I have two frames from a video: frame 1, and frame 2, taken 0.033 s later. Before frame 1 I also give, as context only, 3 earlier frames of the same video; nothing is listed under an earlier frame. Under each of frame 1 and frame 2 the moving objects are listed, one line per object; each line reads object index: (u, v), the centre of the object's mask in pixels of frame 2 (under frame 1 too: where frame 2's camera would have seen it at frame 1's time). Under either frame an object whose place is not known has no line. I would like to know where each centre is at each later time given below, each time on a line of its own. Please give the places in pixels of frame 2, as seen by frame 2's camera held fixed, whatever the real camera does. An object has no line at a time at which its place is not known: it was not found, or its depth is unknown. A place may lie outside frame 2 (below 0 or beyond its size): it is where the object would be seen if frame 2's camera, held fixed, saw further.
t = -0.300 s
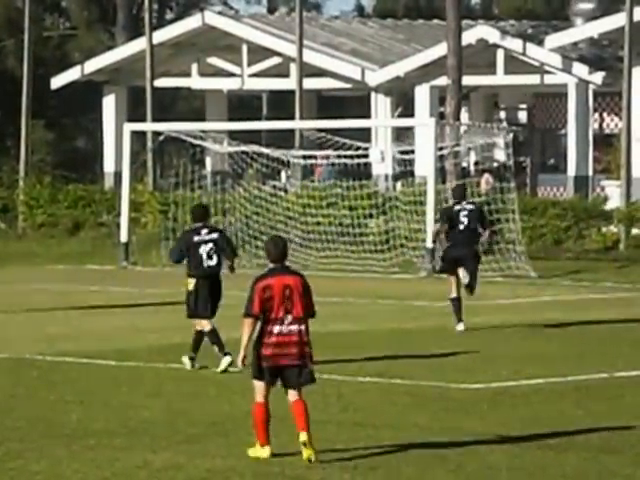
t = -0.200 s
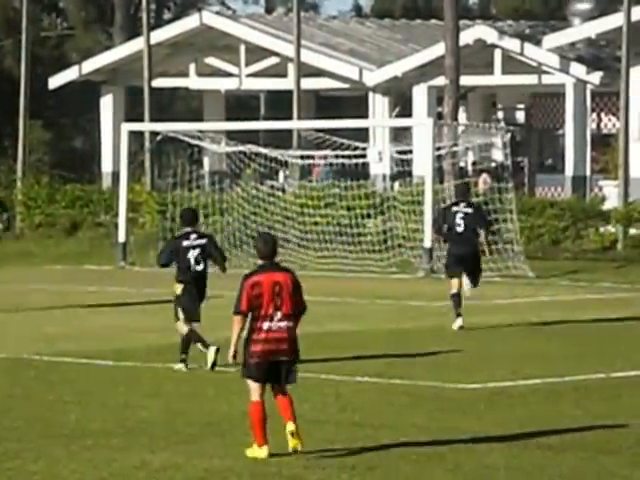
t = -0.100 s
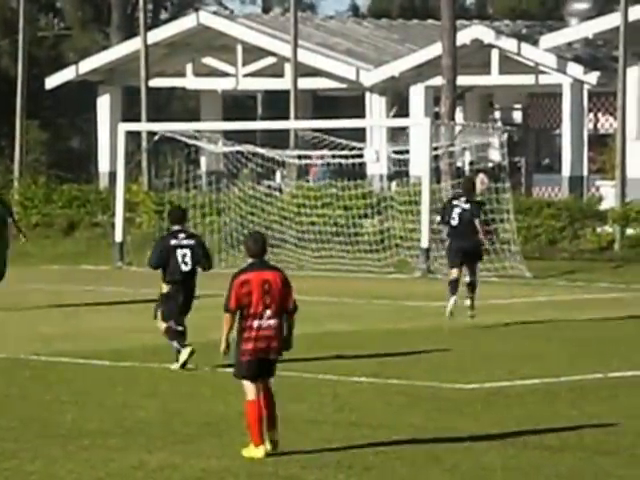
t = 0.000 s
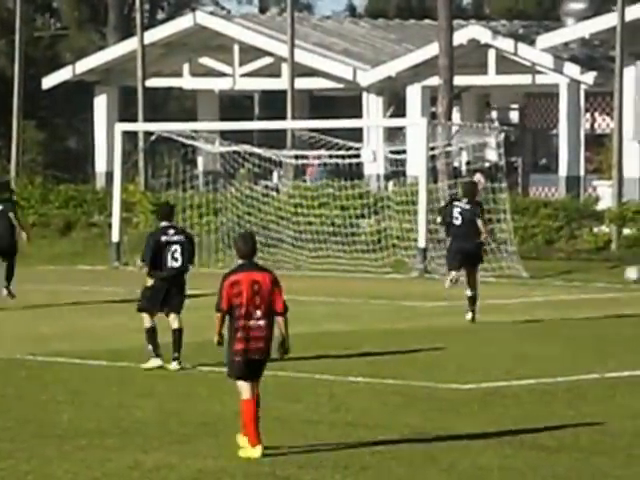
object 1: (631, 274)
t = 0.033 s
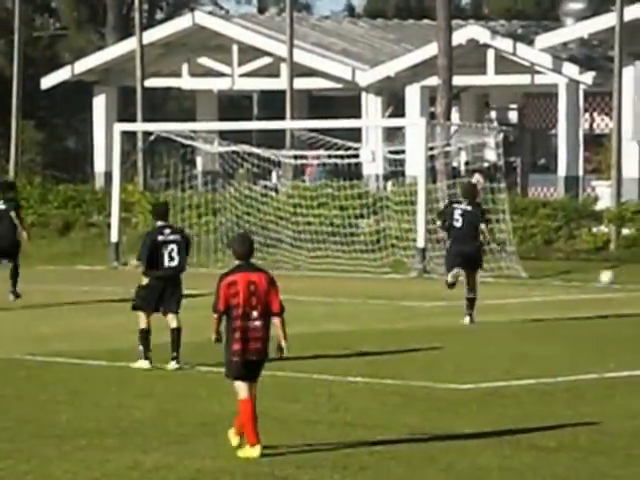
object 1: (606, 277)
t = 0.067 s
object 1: (584, 280)
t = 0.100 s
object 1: (560, 286)
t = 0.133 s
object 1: (537, 292)
